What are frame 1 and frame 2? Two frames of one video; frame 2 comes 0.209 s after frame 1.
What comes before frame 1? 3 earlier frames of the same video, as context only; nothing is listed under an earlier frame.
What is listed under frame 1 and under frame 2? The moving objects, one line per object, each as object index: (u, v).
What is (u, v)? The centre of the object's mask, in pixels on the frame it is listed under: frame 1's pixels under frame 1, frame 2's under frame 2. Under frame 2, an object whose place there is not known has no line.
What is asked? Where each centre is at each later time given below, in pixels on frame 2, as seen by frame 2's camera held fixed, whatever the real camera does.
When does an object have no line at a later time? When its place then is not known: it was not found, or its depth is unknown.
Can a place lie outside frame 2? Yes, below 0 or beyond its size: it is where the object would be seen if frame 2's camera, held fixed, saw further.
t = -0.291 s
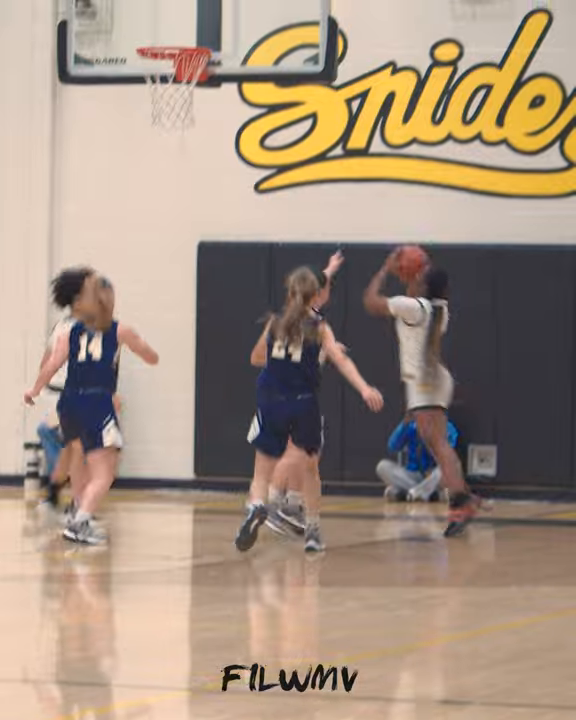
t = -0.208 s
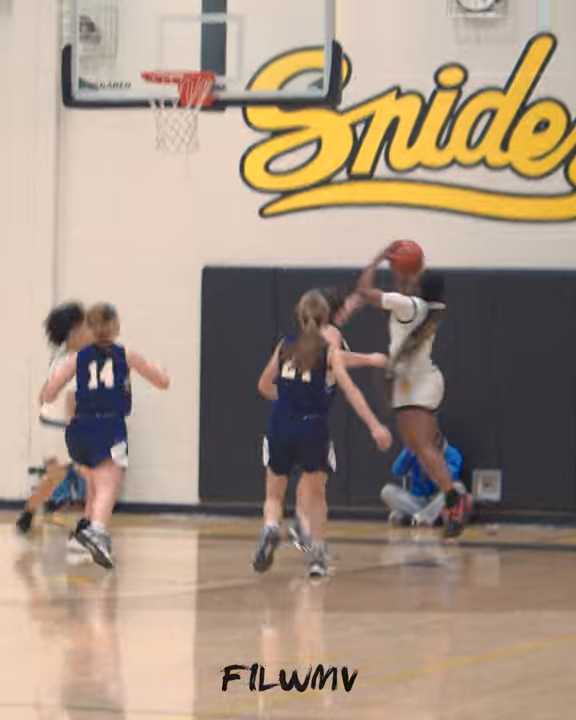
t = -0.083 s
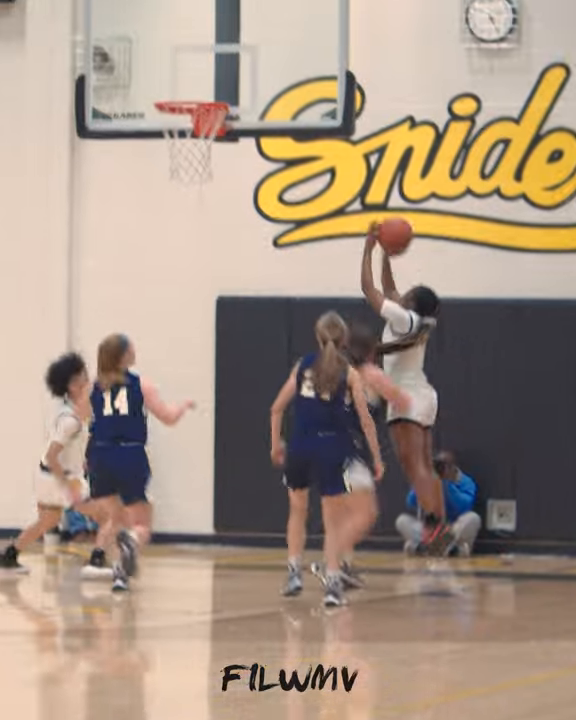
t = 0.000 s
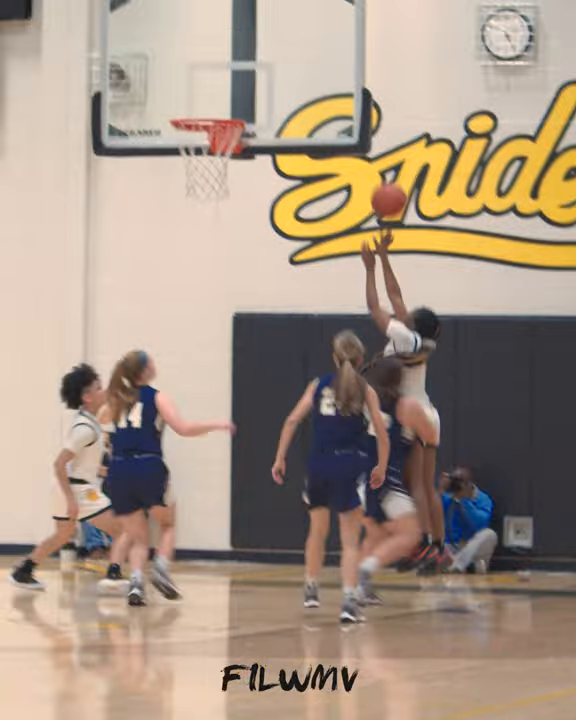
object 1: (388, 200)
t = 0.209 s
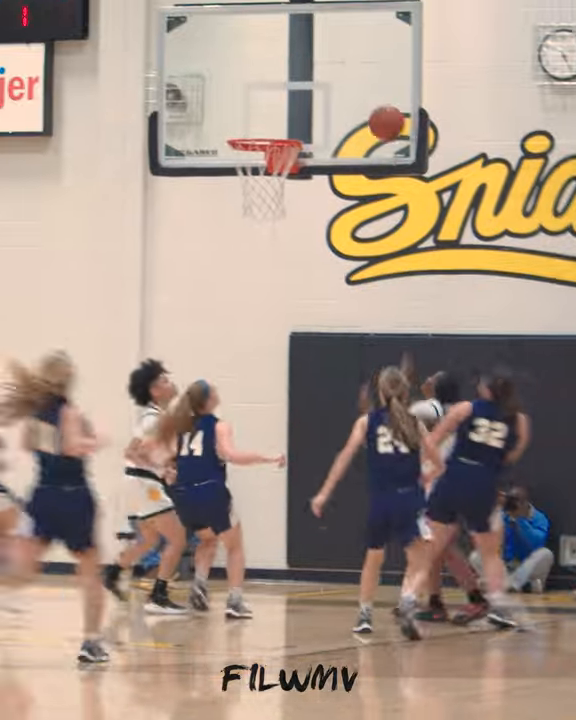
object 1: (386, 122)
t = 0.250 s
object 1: (374, 110)
